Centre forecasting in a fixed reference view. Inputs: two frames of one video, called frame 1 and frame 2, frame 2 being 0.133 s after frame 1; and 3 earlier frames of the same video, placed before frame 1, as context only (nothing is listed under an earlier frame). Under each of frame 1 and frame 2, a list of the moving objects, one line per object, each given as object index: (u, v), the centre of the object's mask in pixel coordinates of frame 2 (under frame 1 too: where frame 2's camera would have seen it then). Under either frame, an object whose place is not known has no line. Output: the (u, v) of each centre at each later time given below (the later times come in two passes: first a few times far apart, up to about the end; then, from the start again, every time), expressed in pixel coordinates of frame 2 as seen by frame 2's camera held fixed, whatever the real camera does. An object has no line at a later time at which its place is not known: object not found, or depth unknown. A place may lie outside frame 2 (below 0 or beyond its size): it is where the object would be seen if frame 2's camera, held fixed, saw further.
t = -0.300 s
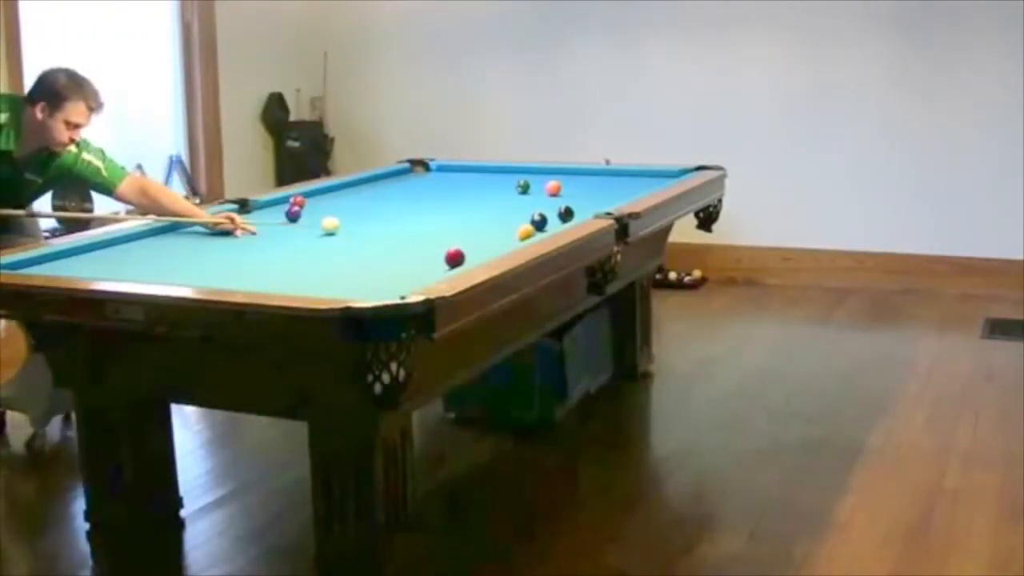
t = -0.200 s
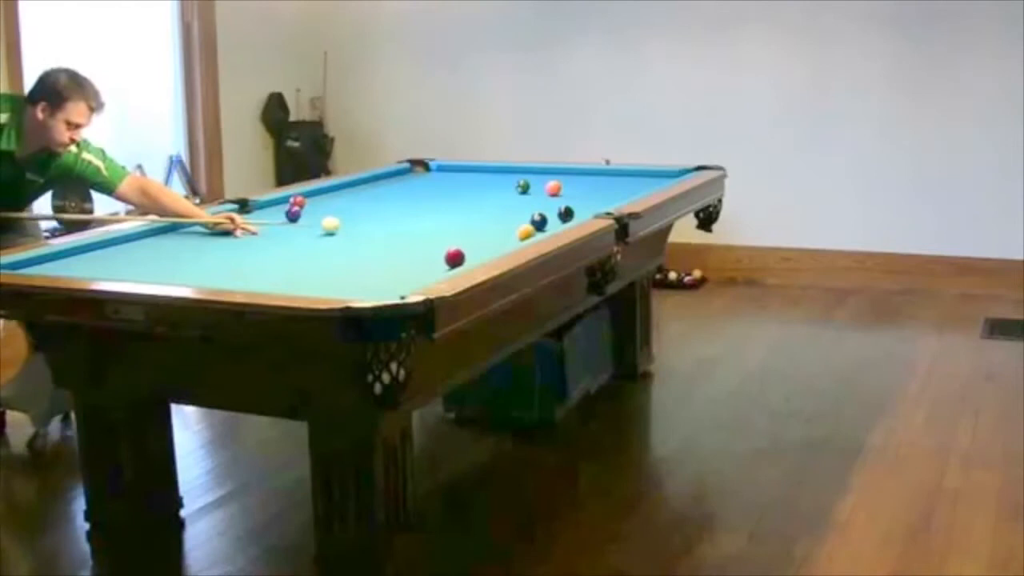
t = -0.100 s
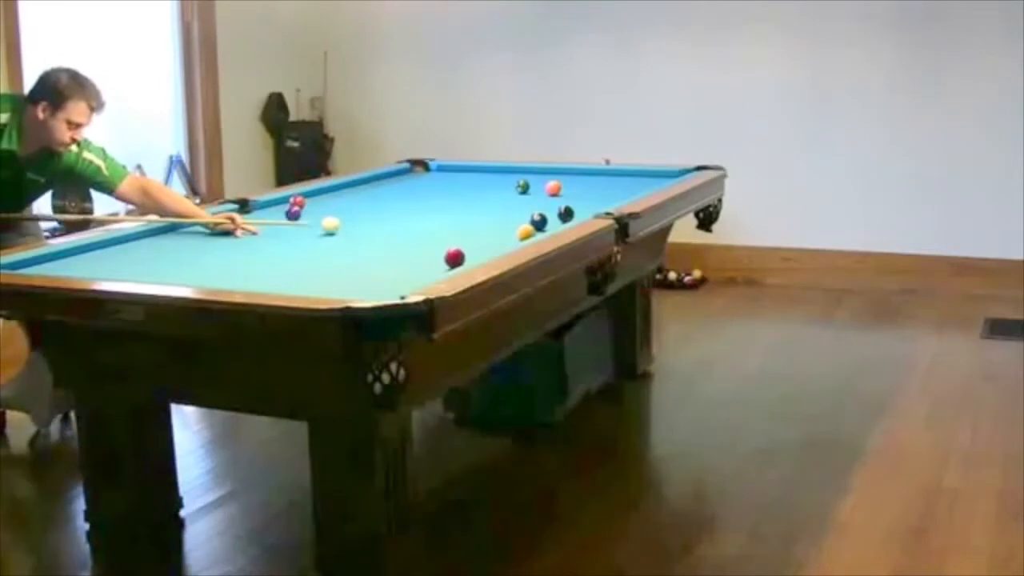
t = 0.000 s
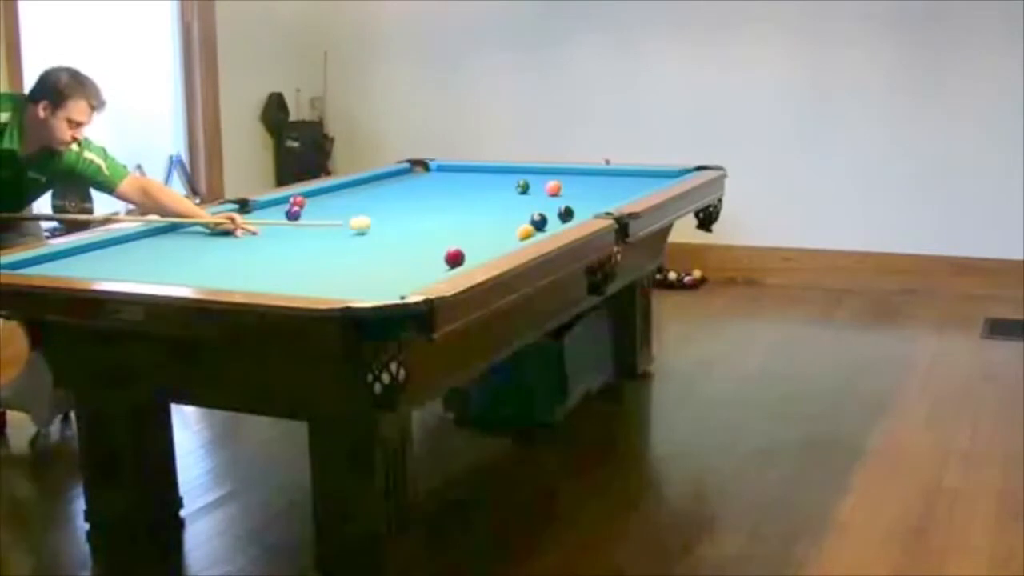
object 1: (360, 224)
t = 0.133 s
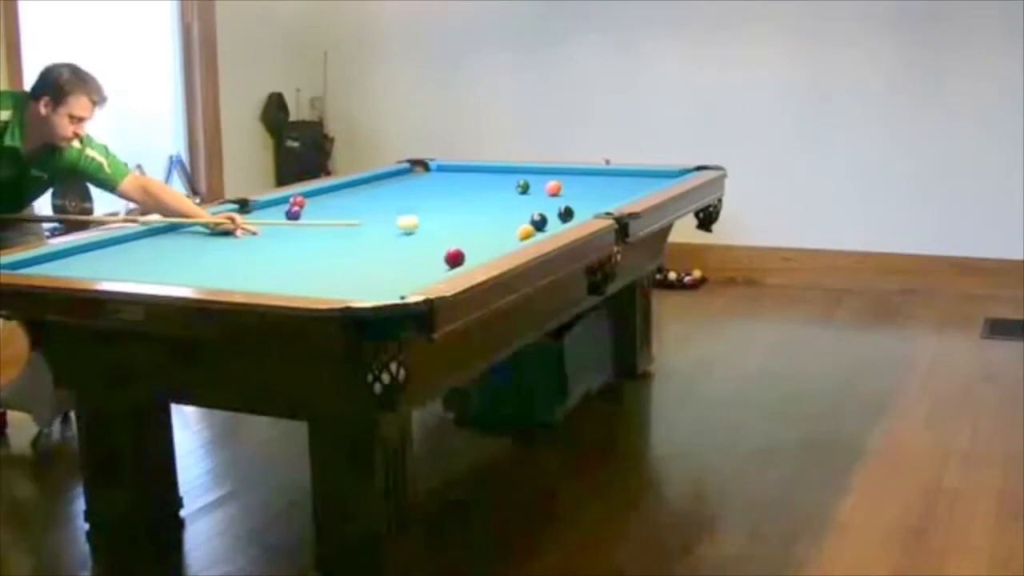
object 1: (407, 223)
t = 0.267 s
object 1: (453, 222)
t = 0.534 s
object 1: (520, 220)
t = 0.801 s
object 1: (541, 223)
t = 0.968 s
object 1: (551, 221)
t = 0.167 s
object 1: (419, 223)
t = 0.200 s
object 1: (431, 223)
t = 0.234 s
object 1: (442, 223)
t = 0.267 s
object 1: (453, 222)
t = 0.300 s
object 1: (464, 222)
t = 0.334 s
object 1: (476, 222)
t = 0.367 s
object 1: (488, 222)
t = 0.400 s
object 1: (499, 222)
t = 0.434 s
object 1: (509, 222)
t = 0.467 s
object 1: (517, 221)
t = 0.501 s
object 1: (519, 220)
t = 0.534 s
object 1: (520, 220)
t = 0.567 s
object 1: (522, 220)
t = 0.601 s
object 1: (526, 220)
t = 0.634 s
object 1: (527, 221)
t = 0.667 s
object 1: (531, 222)
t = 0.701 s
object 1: (534, 222)
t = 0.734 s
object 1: (537, 222)
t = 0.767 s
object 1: (540, 222)
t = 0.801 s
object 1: (541, 223)
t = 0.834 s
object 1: (543, 223)
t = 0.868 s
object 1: (545, 223)
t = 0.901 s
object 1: (547, 222)
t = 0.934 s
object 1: (549, 222)
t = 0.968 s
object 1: (551, 221)
